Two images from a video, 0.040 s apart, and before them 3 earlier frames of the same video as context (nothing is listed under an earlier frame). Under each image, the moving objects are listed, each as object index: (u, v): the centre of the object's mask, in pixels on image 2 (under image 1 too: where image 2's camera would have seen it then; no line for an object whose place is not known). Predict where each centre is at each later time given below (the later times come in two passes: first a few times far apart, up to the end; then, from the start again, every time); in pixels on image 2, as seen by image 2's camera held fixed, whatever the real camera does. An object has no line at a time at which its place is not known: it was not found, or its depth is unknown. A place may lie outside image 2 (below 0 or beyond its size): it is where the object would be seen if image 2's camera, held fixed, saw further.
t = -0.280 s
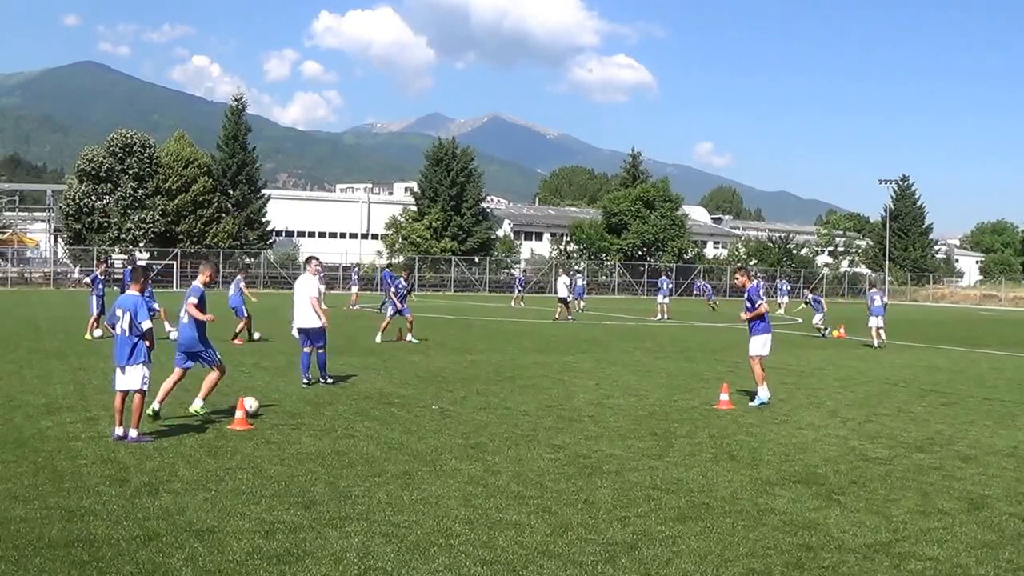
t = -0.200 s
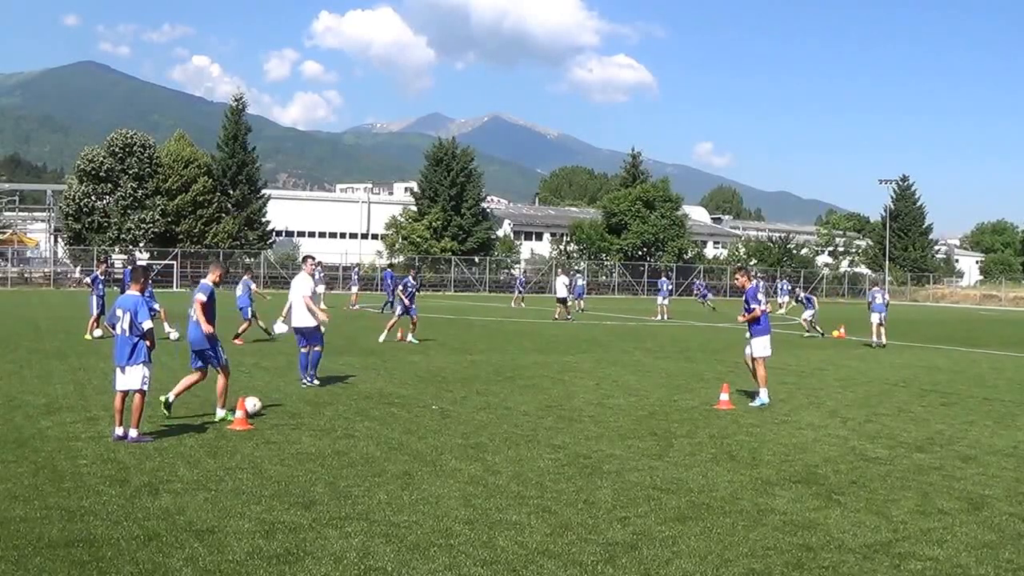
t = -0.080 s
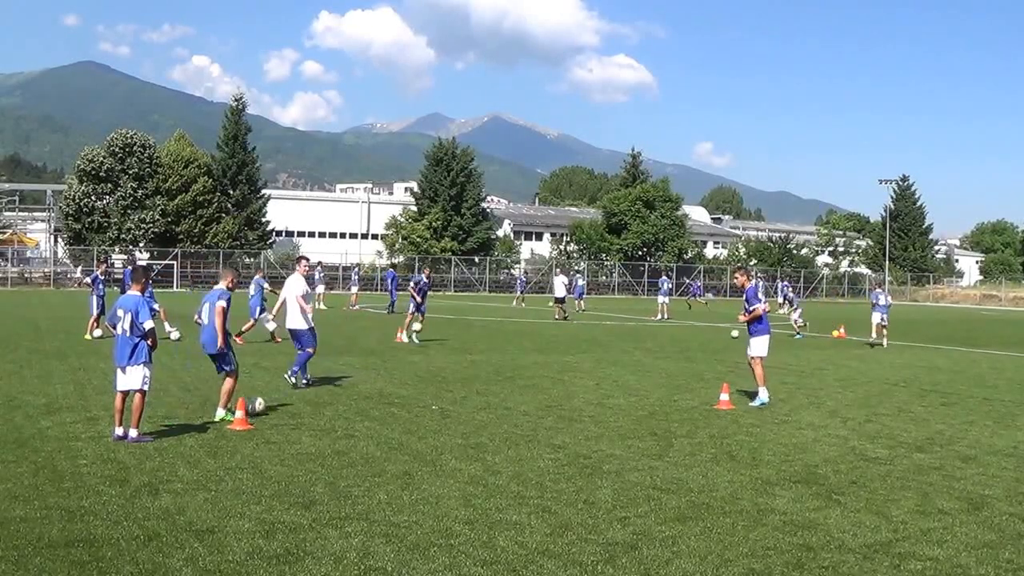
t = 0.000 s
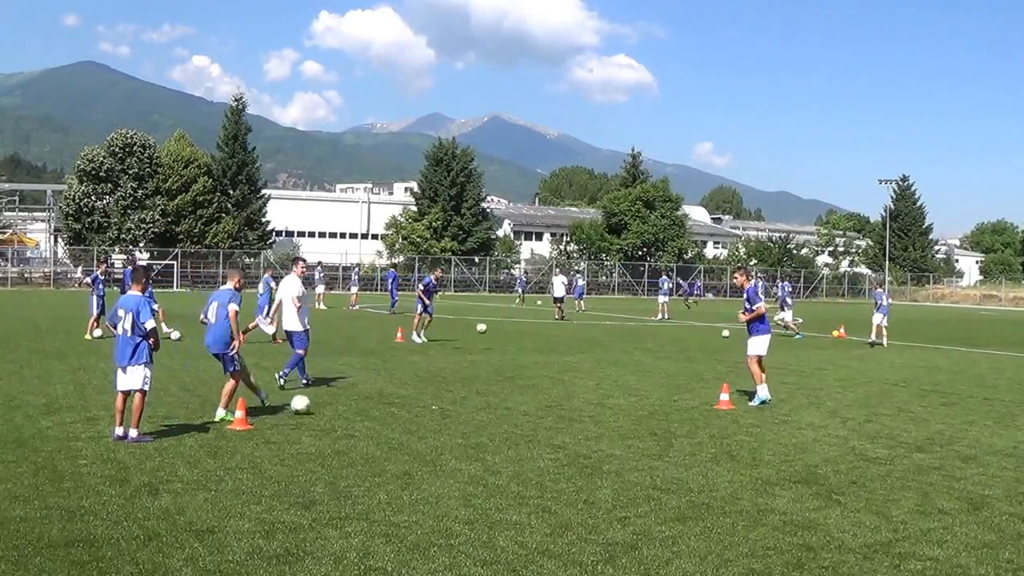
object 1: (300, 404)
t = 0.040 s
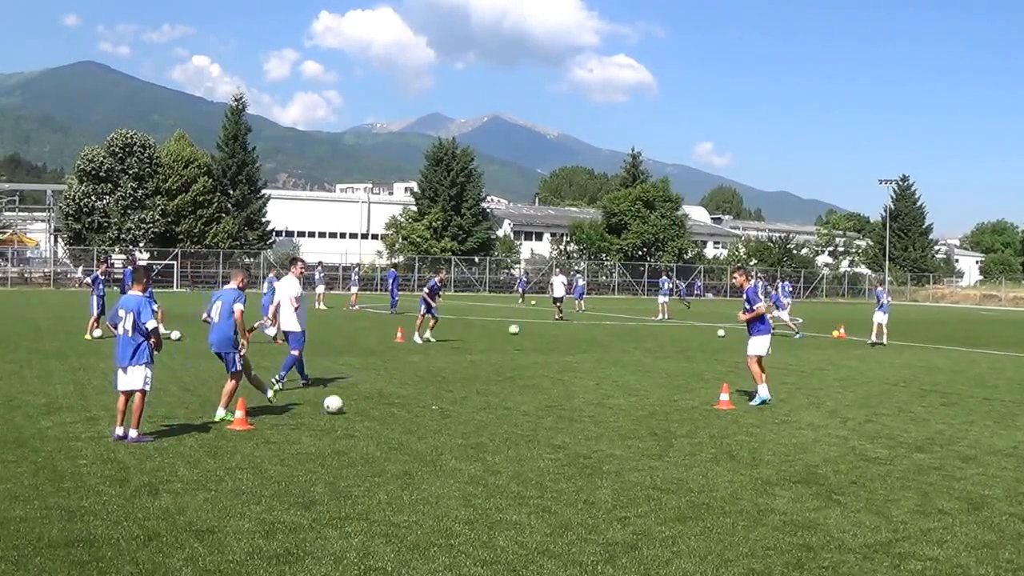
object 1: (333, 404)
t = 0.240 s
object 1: (467, 400)
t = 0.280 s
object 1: (490, 398)
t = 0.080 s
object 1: (362, 403)
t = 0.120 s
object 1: (391, 401)
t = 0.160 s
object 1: (418, 401)
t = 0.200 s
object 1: (444, 401)
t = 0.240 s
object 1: (467, 400)
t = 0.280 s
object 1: (490, 398)
